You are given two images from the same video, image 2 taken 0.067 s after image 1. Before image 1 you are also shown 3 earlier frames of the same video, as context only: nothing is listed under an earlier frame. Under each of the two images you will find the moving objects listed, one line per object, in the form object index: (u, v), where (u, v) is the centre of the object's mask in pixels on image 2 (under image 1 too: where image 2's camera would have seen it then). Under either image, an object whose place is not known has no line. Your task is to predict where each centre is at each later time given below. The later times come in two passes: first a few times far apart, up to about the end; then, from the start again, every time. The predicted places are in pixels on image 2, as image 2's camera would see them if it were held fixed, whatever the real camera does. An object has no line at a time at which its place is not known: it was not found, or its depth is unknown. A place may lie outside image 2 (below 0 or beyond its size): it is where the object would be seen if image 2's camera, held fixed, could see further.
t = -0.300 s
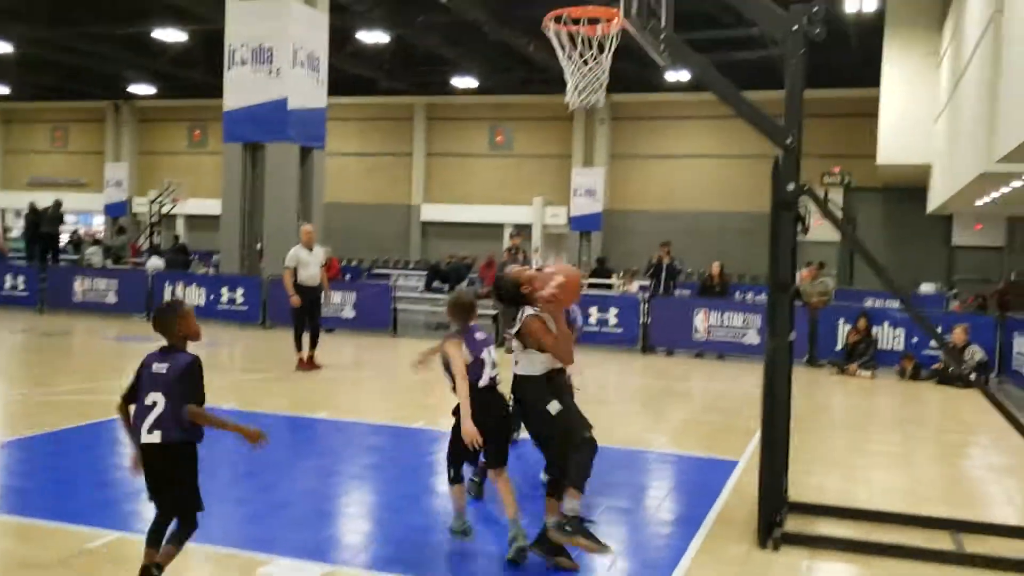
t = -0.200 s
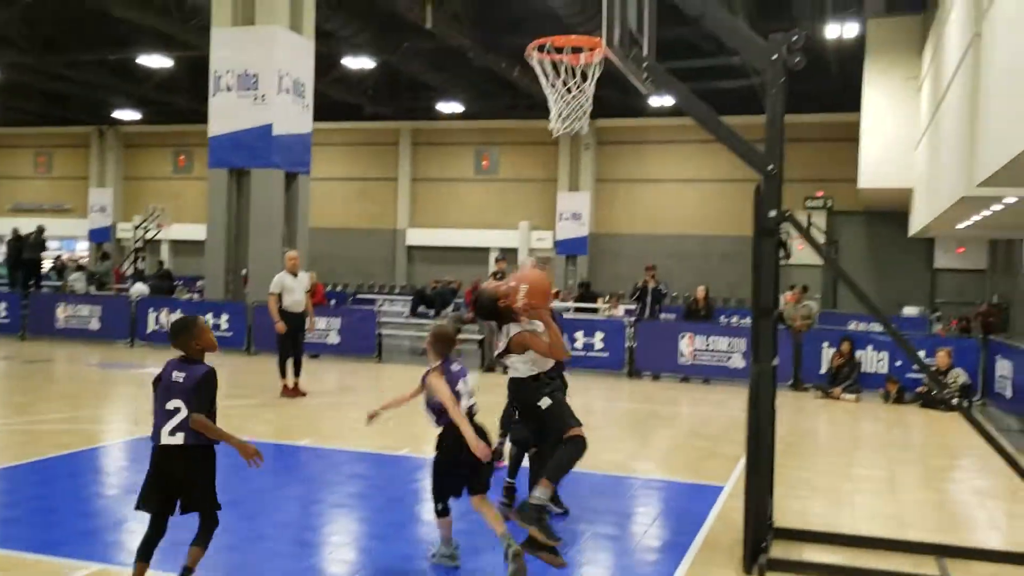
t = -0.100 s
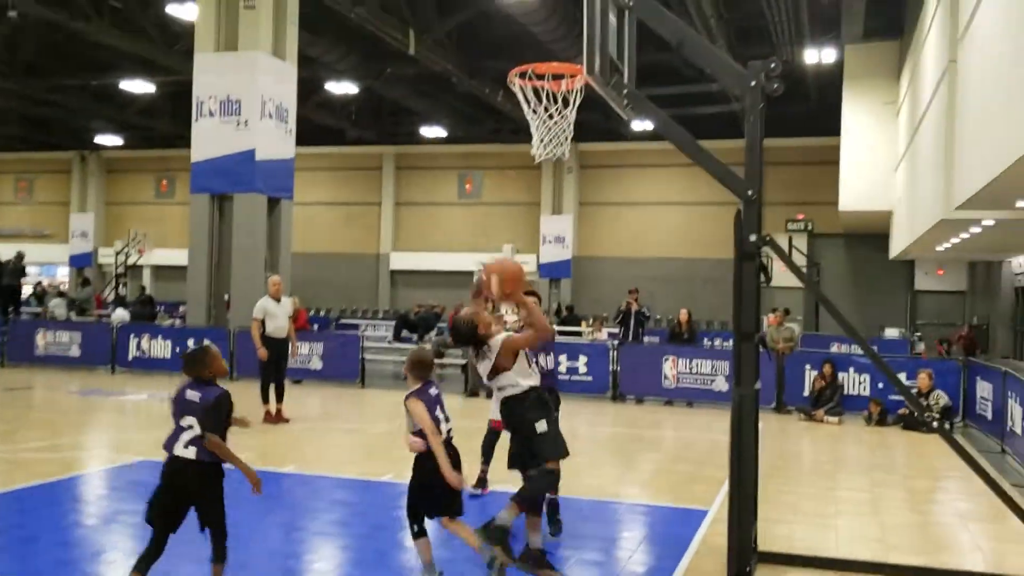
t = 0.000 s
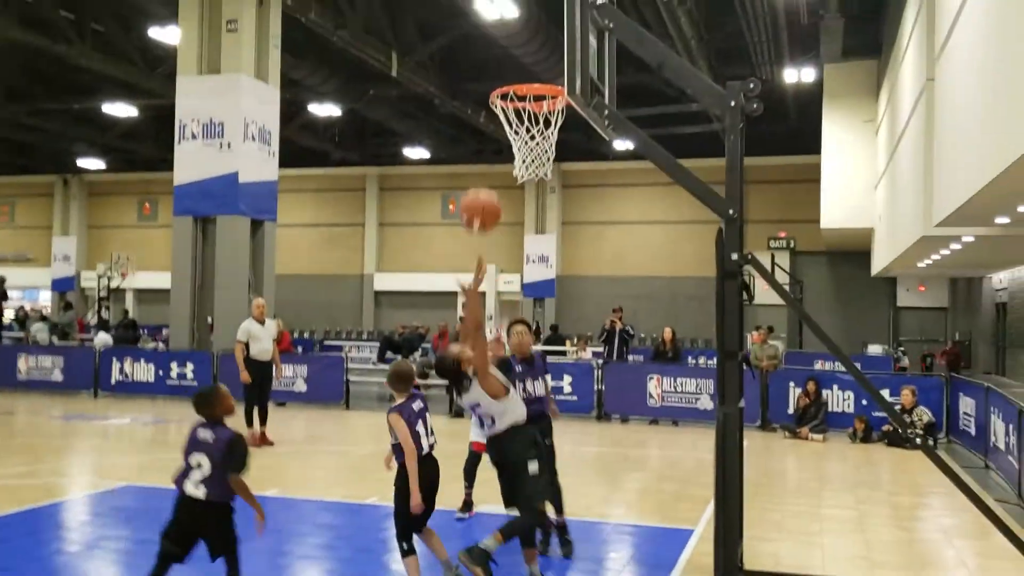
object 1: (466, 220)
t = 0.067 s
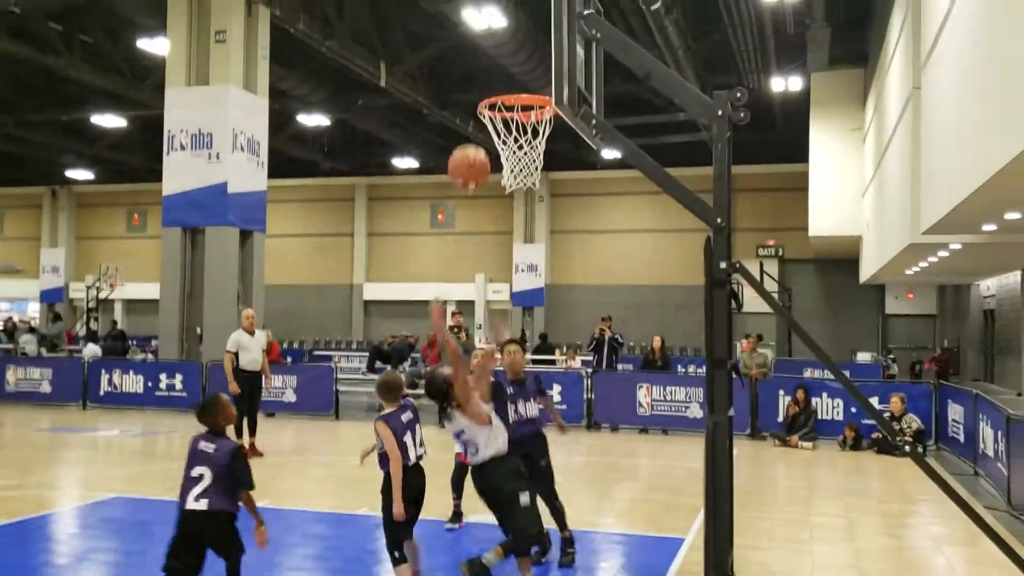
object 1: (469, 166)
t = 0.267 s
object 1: (470, 66)
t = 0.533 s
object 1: (471, 43)
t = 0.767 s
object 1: (470, 109)
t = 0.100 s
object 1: (469, 145)
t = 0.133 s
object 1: (469, 125)
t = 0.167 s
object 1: (470, 106)
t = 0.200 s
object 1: (470, 90)
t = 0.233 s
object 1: (470, 77)
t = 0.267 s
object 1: (470, 66)
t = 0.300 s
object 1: (470, 56)
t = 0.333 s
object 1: (471, 49)
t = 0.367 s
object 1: (470, 44)
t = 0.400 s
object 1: (471, 41)
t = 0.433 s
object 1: (471, 39)
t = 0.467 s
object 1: (471, 38)
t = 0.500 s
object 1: (471, 40)
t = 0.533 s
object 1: (471, 43)
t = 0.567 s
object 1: (472, 47)
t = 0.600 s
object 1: (472, 54)
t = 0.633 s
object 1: (471, 62)
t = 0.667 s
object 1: (471, 72)
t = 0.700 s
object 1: (471, 83)
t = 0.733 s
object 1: (470, 94)
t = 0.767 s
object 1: (470, 109)
